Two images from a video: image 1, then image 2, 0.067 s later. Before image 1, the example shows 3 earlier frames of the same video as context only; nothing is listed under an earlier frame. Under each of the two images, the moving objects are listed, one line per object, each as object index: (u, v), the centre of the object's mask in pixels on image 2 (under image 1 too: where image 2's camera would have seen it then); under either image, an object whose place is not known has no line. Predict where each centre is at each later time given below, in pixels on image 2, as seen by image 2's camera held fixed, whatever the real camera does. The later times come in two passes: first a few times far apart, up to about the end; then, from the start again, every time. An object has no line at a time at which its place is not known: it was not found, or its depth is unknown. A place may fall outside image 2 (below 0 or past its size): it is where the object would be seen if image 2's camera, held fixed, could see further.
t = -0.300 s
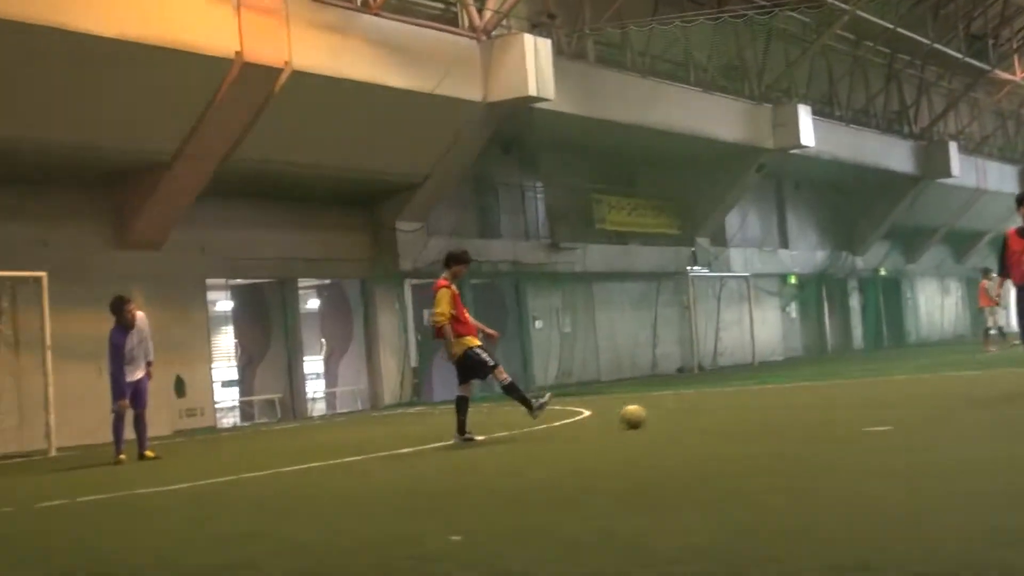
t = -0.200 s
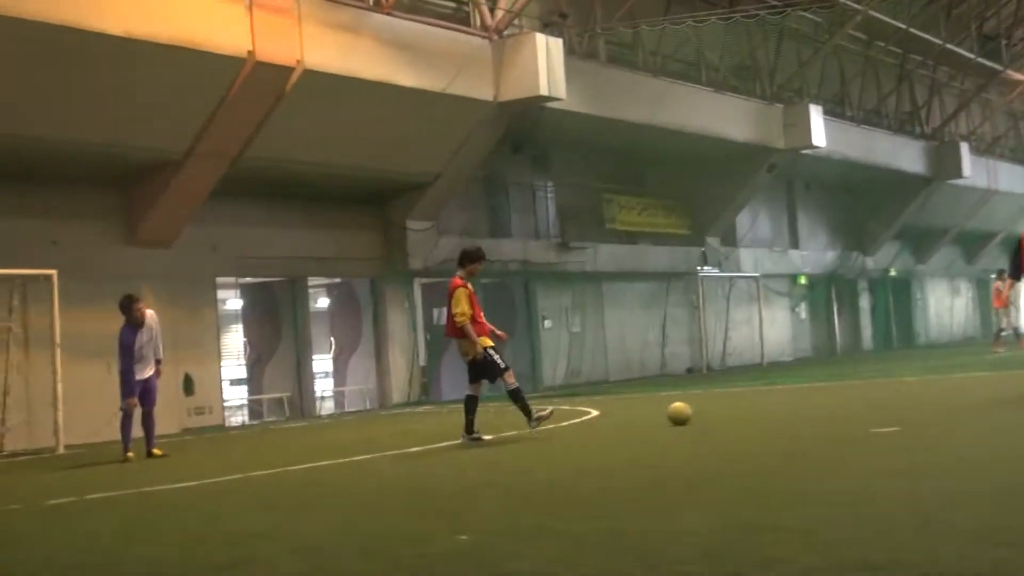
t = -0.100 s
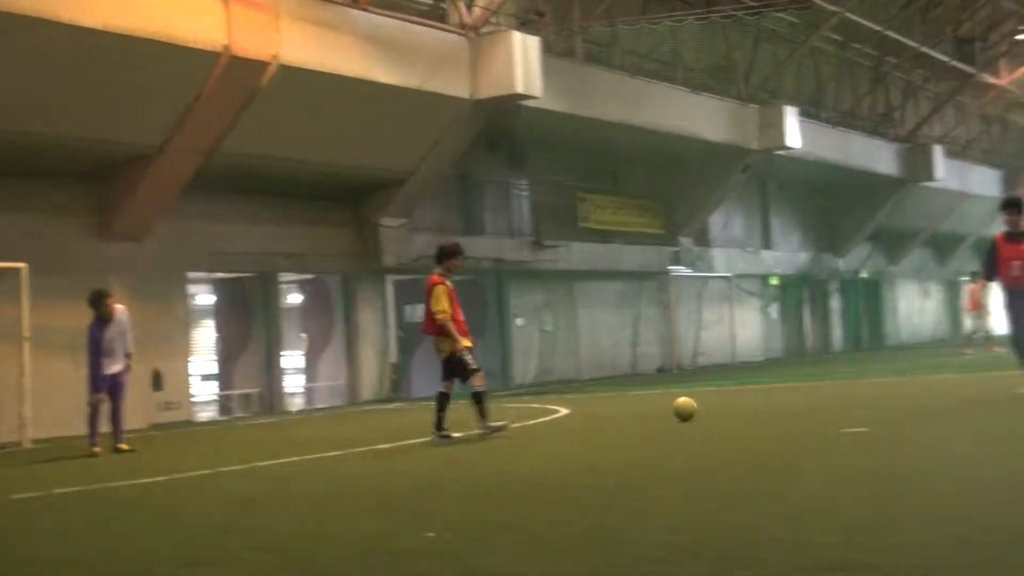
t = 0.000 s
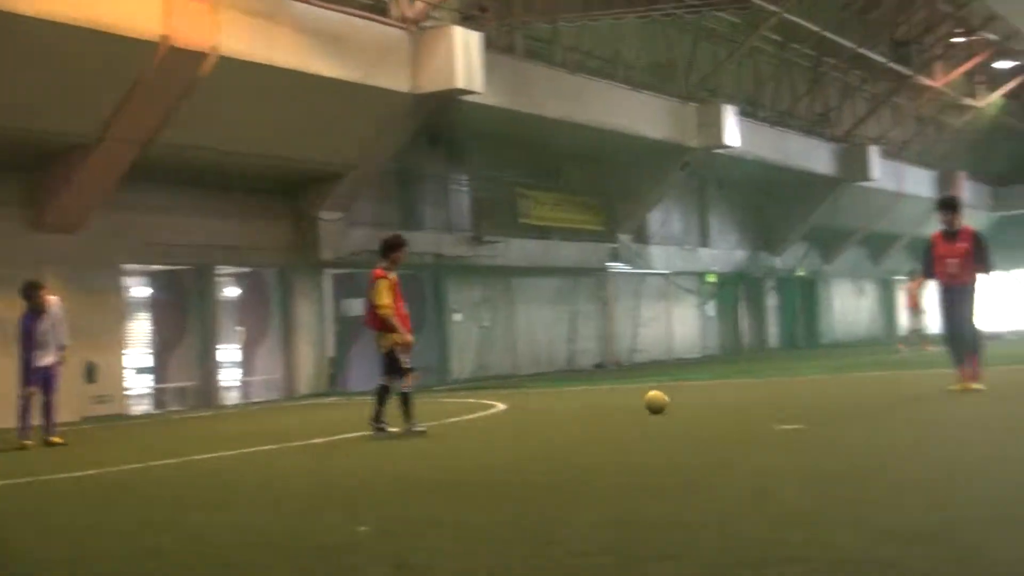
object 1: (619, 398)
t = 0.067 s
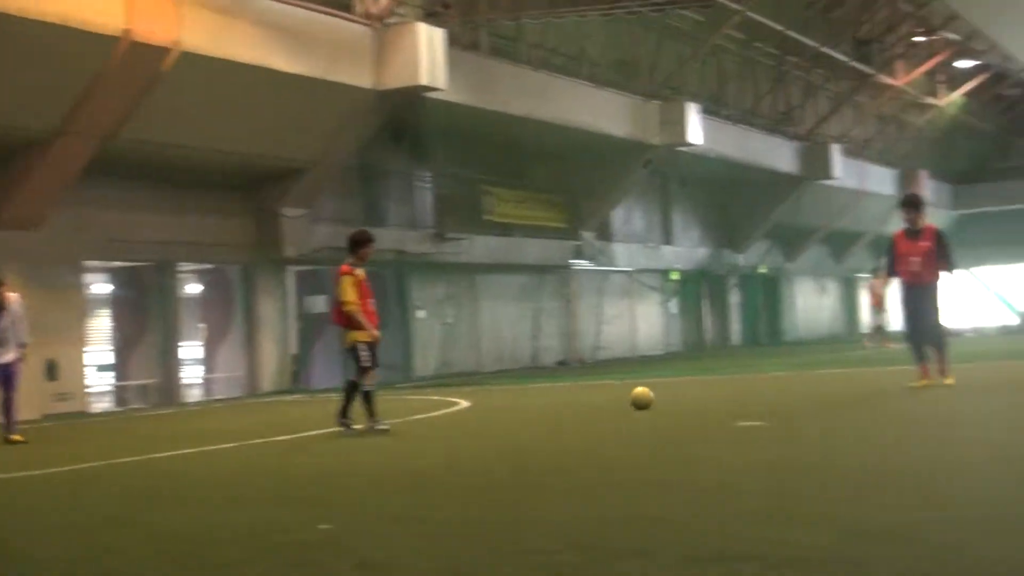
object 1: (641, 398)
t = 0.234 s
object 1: (696, 395)
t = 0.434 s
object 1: (756, 391)
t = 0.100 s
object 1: (653, 397)
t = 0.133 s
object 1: (664, 396)
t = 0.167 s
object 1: (675, 396)
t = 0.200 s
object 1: (686, 396)
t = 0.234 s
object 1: (696, 395)
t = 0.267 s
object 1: (706, 394)
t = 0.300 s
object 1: (717, 394)
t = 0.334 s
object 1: (727, 393)
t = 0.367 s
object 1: (737, 392)
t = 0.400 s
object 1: (746, 392)
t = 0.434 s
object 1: (756, 391)
